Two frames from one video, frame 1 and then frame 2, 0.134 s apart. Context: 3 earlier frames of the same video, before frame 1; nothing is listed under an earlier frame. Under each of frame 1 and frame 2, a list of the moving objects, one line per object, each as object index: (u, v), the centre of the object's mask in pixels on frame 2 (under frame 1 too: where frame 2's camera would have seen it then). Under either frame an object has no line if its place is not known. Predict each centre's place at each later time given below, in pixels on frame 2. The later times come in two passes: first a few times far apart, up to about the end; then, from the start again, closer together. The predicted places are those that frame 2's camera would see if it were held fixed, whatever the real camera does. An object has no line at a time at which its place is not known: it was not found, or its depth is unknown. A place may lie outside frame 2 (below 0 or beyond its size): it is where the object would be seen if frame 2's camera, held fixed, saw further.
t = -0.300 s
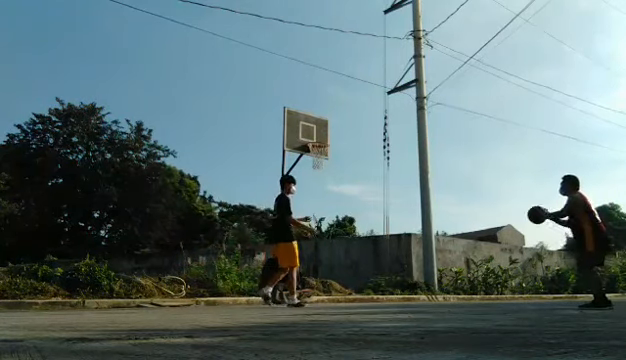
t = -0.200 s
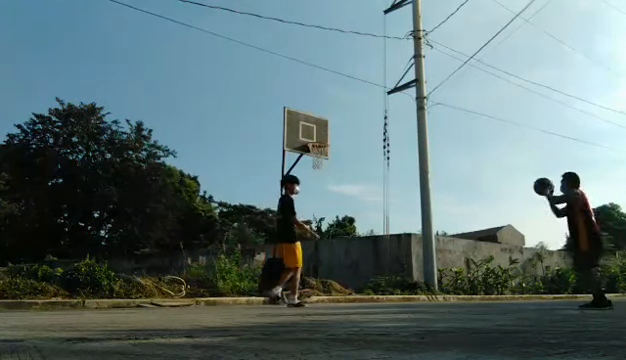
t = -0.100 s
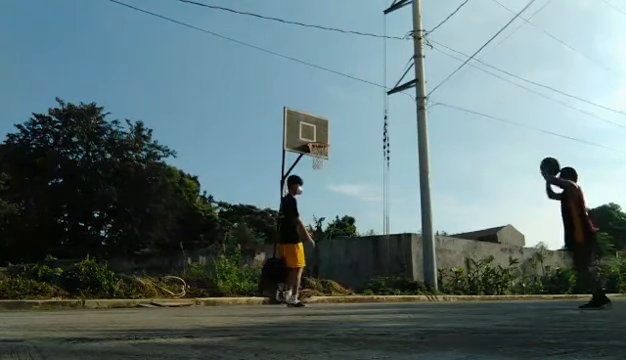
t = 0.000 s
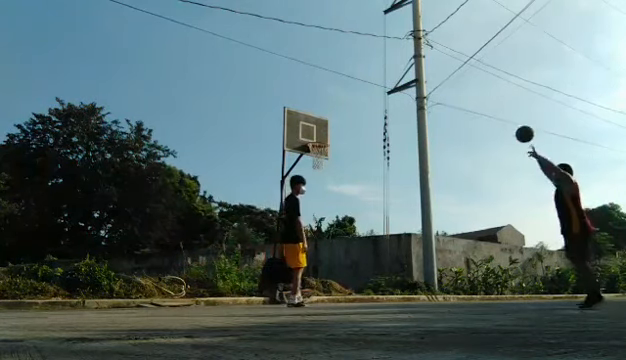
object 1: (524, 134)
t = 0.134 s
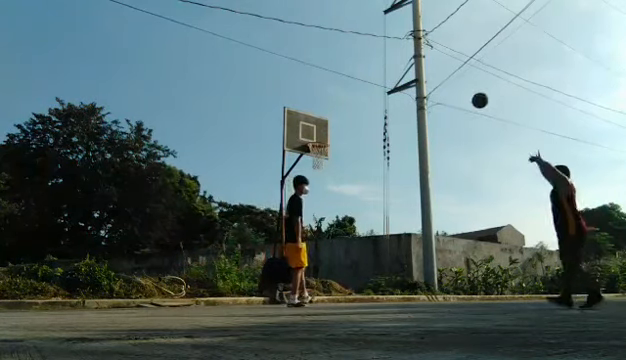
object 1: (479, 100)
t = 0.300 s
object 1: (434, 79)
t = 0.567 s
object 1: (376, 82)
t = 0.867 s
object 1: (325, 126)
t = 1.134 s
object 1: (336, 118)
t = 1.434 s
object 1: (375, 118)
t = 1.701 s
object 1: (421, 170)
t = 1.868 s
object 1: (460, 241)
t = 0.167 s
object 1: (470, 94)
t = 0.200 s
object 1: (460, 89)
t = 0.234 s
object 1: (451, 85)
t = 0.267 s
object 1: (442, 82)
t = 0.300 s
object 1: (434, 79)
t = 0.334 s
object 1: (426, 77)
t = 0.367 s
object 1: (418, 76)
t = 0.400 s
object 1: (410, 76)
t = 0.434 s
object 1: (403, 76)
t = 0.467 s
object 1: (396, 77)
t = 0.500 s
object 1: (389, 78)
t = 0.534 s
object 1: (382, 80)
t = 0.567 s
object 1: (376, 82)
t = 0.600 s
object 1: (369, 86)
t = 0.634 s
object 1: (363, 89)
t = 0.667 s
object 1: (358, 93)
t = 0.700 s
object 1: (352, 97)
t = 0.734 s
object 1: (346, 102)
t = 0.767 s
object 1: (341, 108)
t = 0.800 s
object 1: (335, 114)
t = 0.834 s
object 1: (330, 120)
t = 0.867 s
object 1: (325, 126)
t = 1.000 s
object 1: (321, 133)
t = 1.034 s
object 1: (325, 128)
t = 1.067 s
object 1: (328, 124)
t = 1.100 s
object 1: (332, 121)
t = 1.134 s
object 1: (336, 118)
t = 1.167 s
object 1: (340, 116)
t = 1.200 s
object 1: (344, 114)
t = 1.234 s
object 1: (348, 113)
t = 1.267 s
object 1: (352, 112)
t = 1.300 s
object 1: (356, 112)
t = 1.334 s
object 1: (361, 113)
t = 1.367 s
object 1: (365, 114)
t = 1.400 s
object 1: (370, 116)
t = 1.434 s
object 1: (375, 118)
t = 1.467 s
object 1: (380, 121)
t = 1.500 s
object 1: (385, 125)
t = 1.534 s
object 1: (390, 130)
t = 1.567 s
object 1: (396, 136)
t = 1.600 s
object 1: (402, 143)
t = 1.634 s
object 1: (409, 151)
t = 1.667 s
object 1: (415, 160)
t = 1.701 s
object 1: (421, 170)
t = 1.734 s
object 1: (429, 181)
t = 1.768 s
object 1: (436, 194)
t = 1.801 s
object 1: (443, 208)
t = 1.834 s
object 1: (451, 224)
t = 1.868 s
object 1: (460, 241)
